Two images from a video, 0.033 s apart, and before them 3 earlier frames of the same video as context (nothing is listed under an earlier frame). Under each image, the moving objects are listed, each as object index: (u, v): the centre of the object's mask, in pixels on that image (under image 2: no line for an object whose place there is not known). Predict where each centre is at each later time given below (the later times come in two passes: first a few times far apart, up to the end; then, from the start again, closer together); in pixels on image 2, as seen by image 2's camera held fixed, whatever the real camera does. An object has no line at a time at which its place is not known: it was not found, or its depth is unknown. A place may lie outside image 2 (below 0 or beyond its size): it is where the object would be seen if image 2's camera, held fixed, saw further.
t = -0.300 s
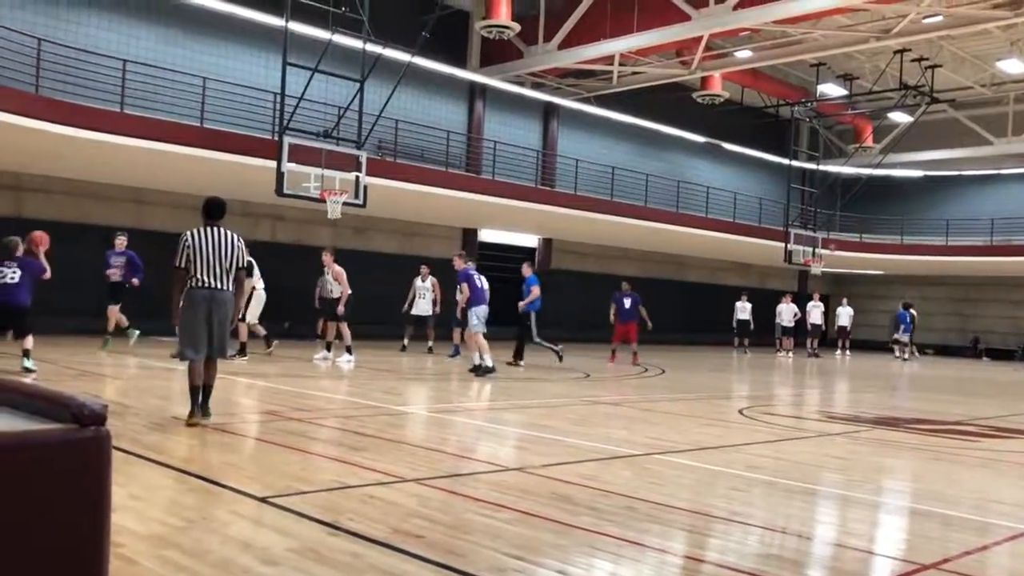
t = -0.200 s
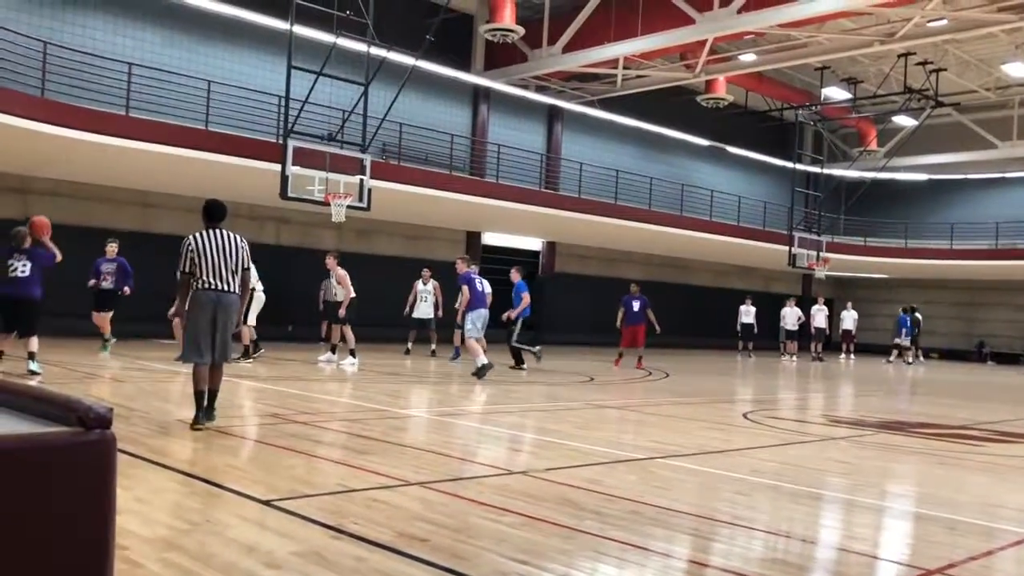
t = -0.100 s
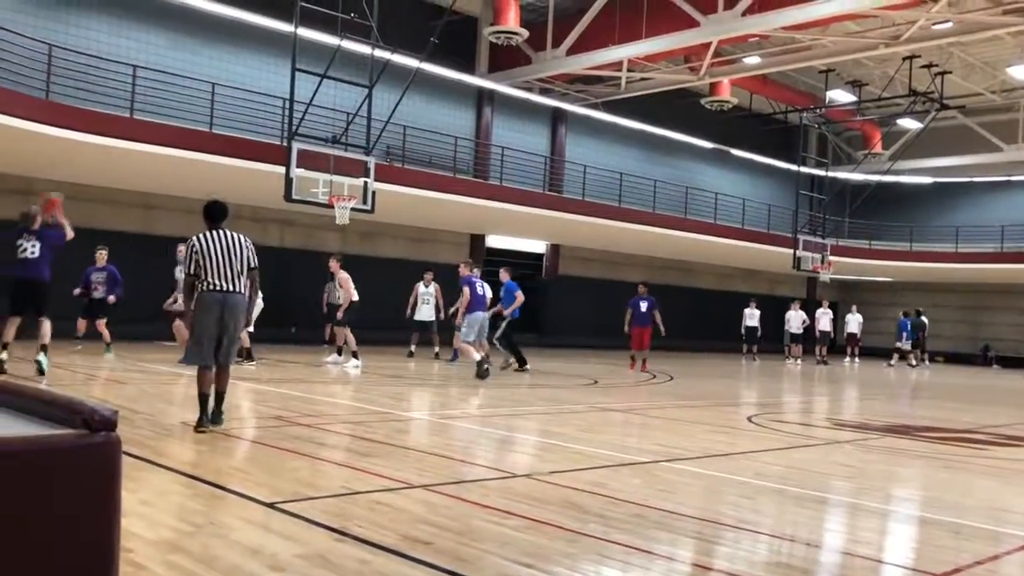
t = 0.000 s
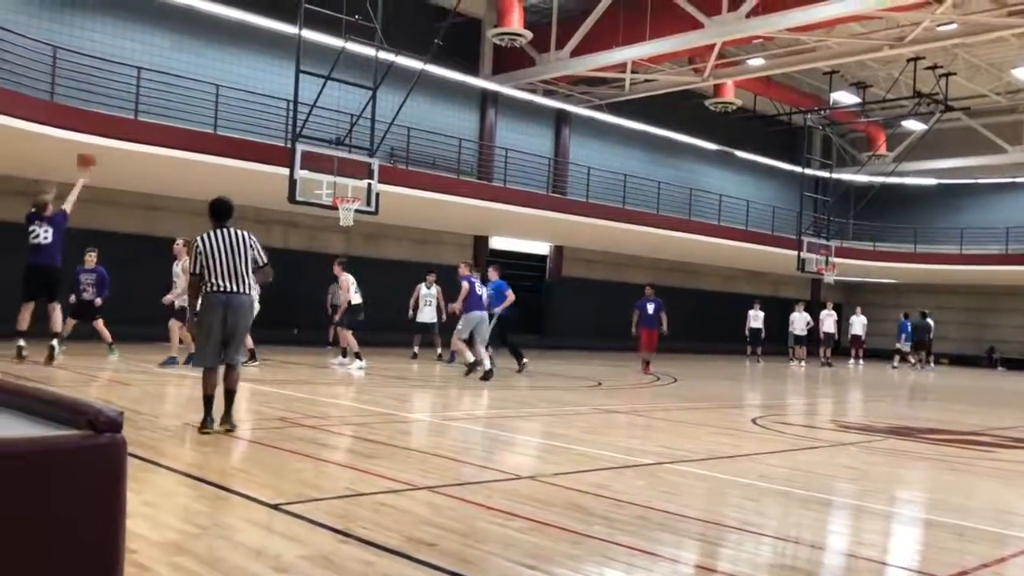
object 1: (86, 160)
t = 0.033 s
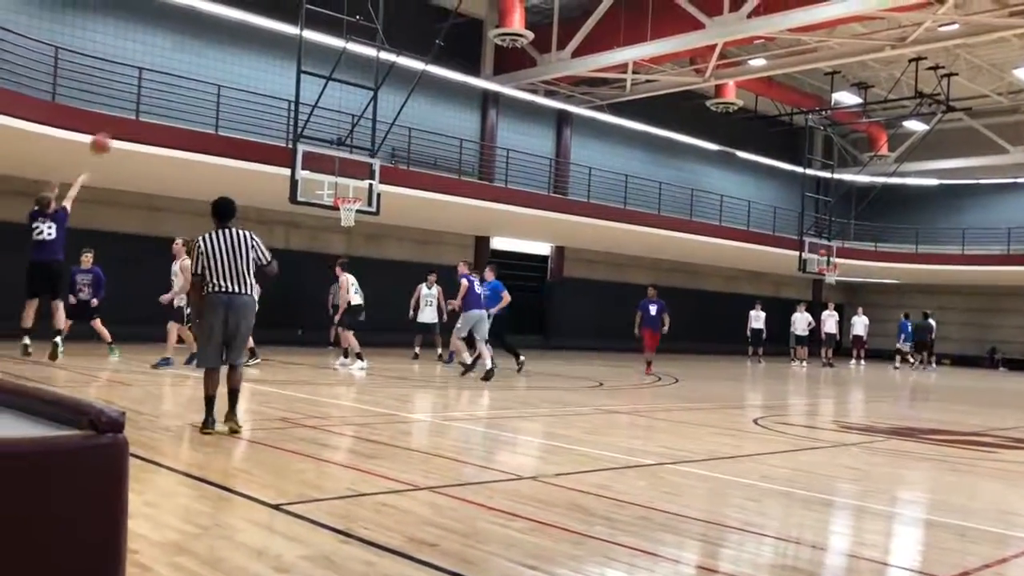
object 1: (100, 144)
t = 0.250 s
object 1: (167, 80)
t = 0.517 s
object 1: (232, 55)
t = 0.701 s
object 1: (269, 64)
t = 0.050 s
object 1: (107, 135)
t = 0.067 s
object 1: (113, 128)
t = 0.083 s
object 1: (117, 121)
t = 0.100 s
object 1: (122, 120)
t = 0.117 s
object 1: (129, 114)
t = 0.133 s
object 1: (134, 109)
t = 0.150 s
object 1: (139, 105)
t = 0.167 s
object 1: (143, 97)
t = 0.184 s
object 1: (148, 95)
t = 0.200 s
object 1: (154, 90)
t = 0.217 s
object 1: (157, 87)
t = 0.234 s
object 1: (164, 83)
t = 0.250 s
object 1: (167, 80)
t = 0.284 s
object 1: (178, 73)
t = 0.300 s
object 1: (181, 70)
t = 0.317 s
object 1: (186, 68)
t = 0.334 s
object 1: (189, 65)
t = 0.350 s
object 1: (194, 64)
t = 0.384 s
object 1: (201, 61)
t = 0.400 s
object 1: (206, 60)
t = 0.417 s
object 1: (210, 58)
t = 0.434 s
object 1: (214, 57)
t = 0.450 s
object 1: (218, 57)
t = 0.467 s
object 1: (222, 56)
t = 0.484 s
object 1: (225, 56)
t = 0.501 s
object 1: (229, 55)
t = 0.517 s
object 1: (232, 55)
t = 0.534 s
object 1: (235, 55)
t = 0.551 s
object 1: (239, 55)
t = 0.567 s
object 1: (242, 55)
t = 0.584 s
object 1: (246, 55)
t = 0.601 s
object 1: (249, 56)
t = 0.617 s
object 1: (252, 57)
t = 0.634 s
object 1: (255, 58)
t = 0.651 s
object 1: (259, 59)
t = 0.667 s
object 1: (262, 60)
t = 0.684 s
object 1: (265, 62)
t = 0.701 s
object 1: (269, 64)
